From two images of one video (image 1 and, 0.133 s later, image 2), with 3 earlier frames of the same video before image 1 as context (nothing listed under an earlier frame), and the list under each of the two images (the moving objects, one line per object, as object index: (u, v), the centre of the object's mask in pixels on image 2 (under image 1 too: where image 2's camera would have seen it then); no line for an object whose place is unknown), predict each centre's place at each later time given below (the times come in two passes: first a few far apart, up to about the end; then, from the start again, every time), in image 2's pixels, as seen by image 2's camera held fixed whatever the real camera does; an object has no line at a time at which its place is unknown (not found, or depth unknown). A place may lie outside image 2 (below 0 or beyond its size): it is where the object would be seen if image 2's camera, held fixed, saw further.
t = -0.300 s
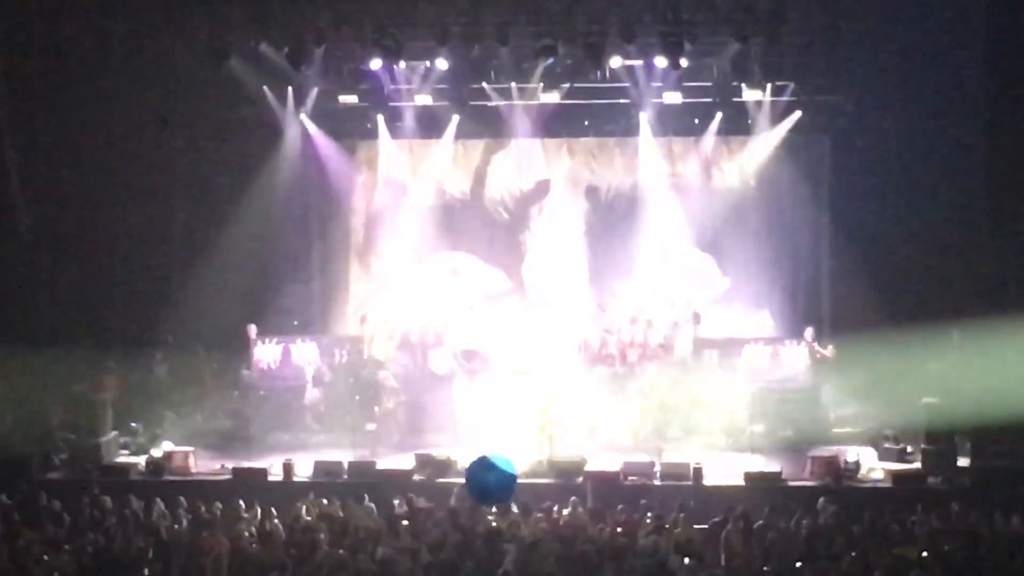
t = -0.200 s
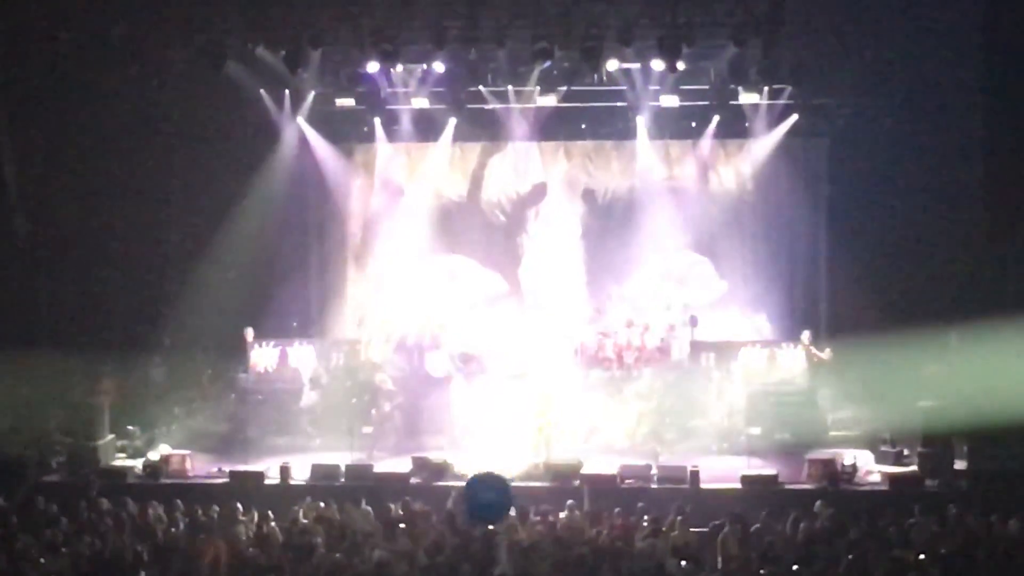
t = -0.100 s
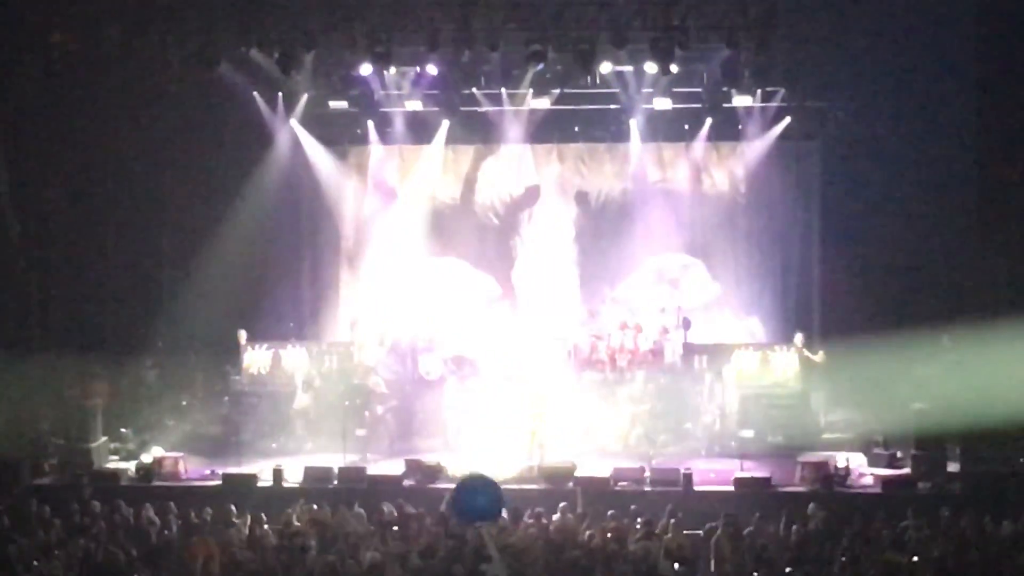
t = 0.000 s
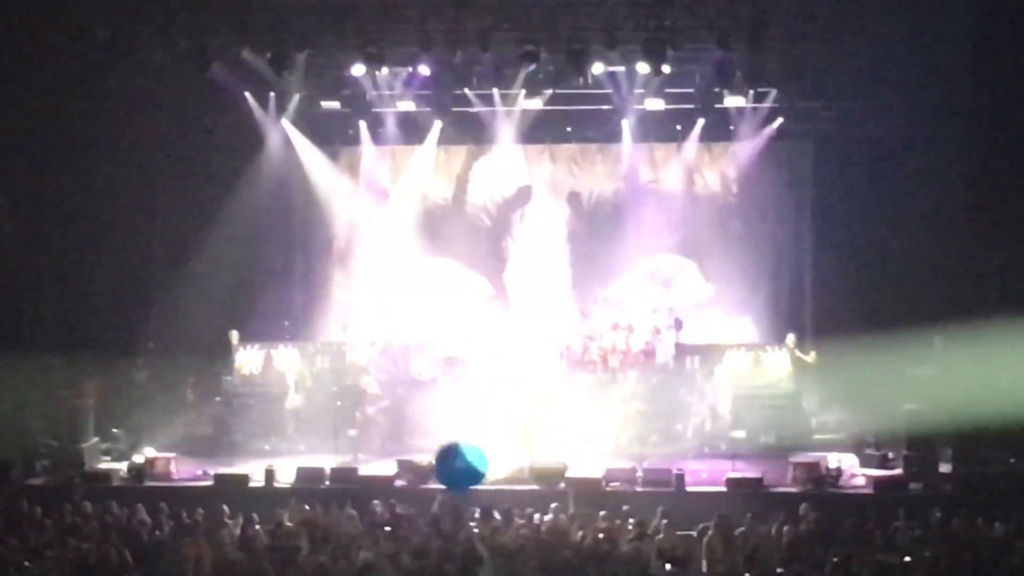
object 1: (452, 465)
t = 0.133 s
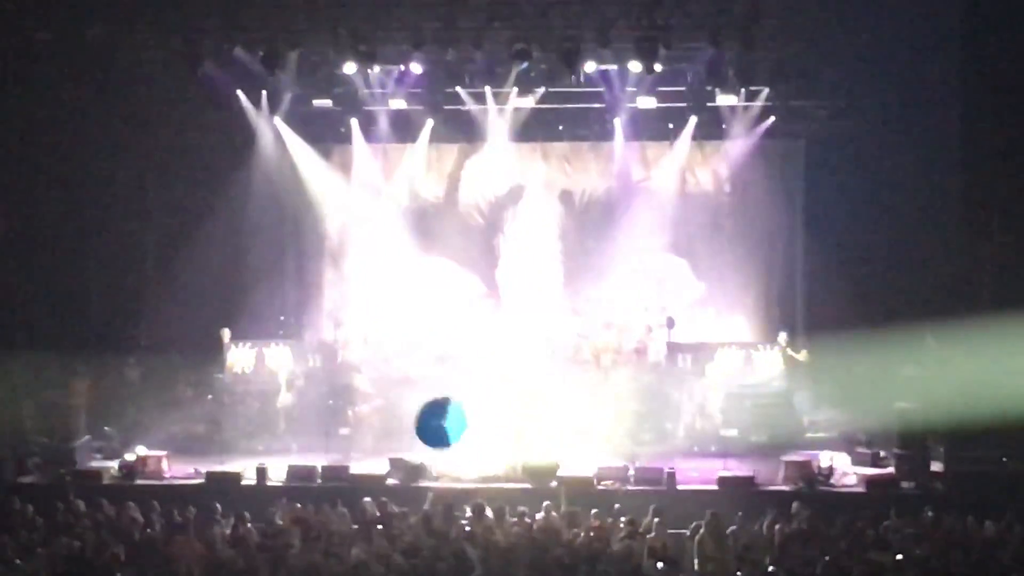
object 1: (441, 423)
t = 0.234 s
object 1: (433, 393)
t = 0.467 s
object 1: (414, 341)
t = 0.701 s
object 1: (400, 310)
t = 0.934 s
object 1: (392, 288)
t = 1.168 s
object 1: (387, 274)
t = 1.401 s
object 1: (383, 264)
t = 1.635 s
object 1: (379, 262)
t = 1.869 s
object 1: (376, 265)
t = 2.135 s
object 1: (375, 272)
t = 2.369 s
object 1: (373, 278)
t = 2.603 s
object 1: (371, 285)
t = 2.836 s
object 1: (368, 297)
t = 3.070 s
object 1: (367, 313)
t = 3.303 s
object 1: (367, 333)
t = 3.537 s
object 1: (368, 355)
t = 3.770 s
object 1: (370, 381)
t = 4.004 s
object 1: (373, 408)
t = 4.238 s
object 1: (377, 440)
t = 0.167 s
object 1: (438, 413)
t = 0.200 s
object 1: (436, 403)
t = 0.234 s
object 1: (433, 393)
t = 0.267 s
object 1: (430, 383)
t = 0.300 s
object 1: (427, 375)
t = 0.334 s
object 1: (424, 367)
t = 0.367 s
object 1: (422, 360)
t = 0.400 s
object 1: (419, 353)
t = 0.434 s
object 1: (416, 347)
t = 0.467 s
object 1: (414, 341)
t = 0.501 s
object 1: (411, 335)
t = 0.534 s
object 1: (408, 330)
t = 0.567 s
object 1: (406, 325)
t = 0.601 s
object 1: (404, 321)
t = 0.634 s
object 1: (402, 317)
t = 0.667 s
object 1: (401, 313)
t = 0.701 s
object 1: (400, 310)
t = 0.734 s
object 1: (398, 306)
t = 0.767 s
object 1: (397, 302)
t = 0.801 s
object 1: (396, 299)
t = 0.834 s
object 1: (395, 296)
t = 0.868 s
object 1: (394, 293)
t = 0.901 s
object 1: (393, 291)
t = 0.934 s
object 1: (392, 288)
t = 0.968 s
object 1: (392, 286)
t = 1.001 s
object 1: (391, 284)
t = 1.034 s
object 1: (391, 282)
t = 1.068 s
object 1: (390, 280)
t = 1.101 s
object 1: (389, 278)
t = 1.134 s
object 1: (388, 276)
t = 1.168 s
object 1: (387, 274)
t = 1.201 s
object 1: (387, 272)
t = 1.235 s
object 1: (386, 271)
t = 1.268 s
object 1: (385, 269)
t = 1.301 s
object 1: (385, 268)
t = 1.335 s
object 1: (384, 267)
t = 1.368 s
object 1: (384, 265)
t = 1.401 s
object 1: (383, 264)
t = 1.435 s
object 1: (382, 263)
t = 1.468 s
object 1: (381, 263)
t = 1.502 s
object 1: (381, 262)
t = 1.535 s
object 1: (380, 262)
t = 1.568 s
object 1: (380, 262)
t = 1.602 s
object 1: (379, 262)
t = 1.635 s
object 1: (379, 262)
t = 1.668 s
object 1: (378, 262)
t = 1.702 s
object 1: (378, 263)
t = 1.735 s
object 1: (378, 263)
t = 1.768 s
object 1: (377, 263)
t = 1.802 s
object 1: (377, 264)
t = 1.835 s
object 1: (377, 264)
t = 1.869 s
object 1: (376, 265)
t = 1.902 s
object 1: (376, 266)
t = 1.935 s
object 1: (376, 267)
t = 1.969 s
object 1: (375, 267)
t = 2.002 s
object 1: (375, 268)
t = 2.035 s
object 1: (375, 269)
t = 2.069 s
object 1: (375, 270)
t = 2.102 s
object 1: (375, 271)
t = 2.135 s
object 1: (375, 272)
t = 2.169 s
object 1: (374, 273)
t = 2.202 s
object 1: (374, 274)
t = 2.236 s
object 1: (374, 274)
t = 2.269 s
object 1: (374, 275)
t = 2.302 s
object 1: (374, 276)
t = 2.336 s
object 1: (373, 277)
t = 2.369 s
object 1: (373, 278)
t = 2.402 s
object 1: (373, 279)
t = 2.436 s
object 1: (372, 280)
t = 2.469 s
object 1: (372, 281)
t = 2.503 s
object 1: (371, 282)
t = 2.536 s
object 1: (371, 283)
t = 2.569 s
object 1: (371, 284)
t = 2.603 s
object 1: (371, 285)
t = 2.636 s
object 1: (370, 287)
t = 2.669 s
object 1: (370, 288)
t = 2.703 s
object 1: (369, 290)
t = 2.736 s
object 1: (369, 291)
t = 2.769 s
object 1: (369, 293)
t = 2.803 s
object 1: (368, 295)
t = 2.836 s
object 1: (368, 297)
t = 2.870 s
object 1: (368, 299)
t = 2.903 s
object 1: (367, 301)
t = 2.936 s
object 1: (367, 303)
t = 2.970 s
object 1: (367, 306)
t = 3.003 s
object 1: (367, 308)
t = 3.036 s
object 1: (367, 311)
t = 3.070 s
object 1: (367, 313)
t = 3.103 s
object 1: (367, 316)
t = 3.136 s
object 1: (367, 319)
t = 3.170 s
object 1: (367, 321)
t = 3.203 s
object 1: (367, 324)
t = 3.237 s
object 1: (367, 327)
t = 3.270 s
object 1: (367, 330)
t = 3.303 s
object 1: (367, 333)
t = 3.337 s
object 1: (367, 336)
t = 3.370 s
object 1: (368, 340)
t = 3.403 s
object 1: (368, 343)
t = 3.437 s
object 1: (368, 346)
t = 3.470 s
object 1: (368, 349)
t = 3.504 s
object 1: (368, 352)
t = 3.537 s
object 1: (368, 355)
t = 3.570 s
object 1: (369, 359)
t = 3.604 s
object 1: (369, 363)
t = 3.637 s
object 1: (369, 366)
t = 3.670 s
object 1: (370, 370)
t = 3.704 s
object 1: (370, 373)
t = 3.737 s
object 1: (370, 377)
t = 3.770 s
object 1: (370, 381)
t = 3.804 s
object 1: (370, 385)
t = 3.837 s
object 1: (371, 389)
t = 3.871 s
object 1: (371, 392)
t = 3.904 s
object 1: (372, 396)
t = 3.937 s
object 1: (371, 401)
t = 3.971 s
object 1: (372, 404)
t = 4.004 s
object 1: (373, 408)
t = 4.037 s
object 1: (373, 413)
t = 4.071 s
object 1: (374, 417)
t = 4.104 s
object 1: (374, 422)
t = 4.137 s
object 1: (375, 426)
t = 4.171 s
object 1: (375, 430)
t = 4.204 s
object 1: (376, 435)
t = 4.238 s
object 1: (377, 440)
